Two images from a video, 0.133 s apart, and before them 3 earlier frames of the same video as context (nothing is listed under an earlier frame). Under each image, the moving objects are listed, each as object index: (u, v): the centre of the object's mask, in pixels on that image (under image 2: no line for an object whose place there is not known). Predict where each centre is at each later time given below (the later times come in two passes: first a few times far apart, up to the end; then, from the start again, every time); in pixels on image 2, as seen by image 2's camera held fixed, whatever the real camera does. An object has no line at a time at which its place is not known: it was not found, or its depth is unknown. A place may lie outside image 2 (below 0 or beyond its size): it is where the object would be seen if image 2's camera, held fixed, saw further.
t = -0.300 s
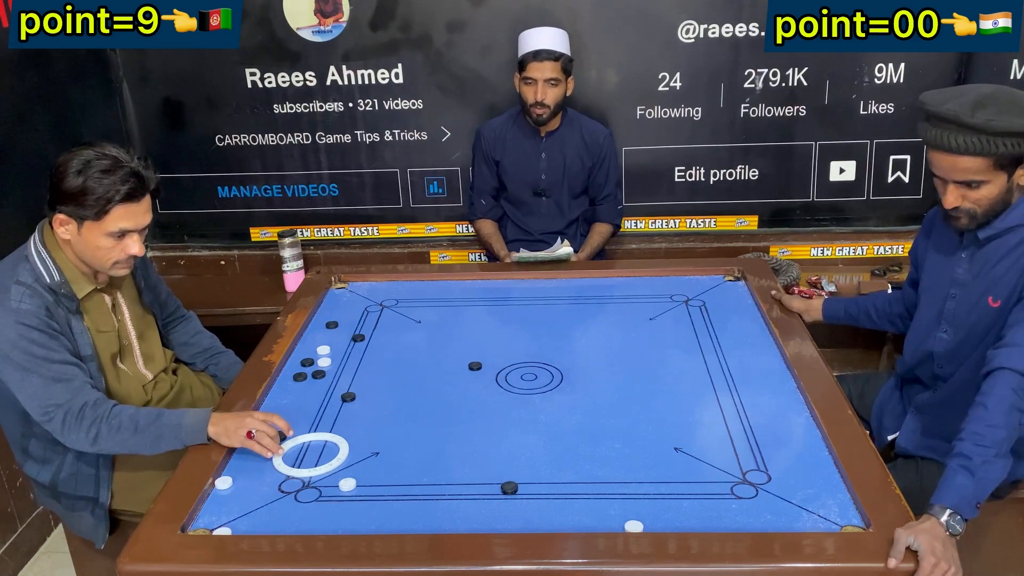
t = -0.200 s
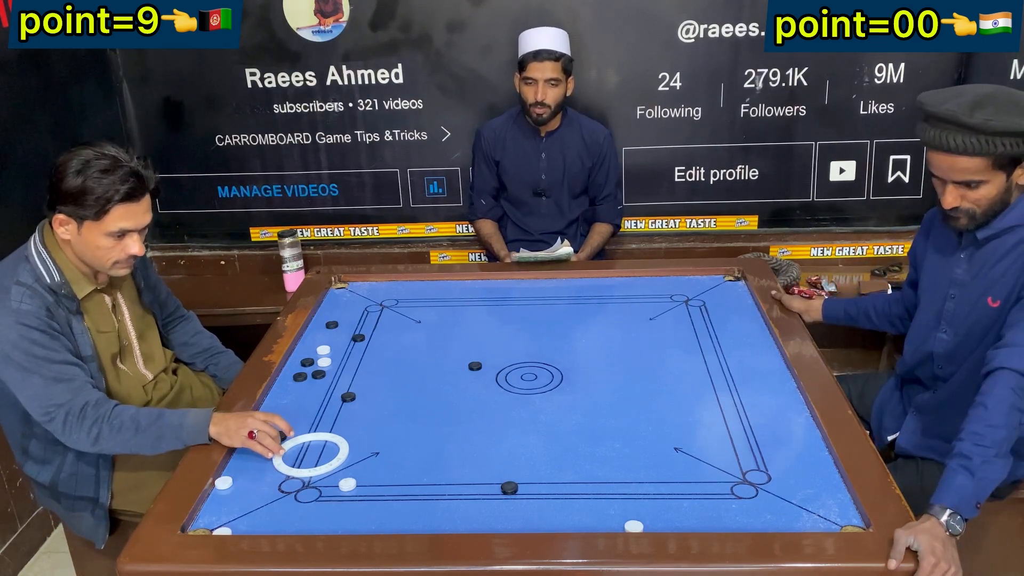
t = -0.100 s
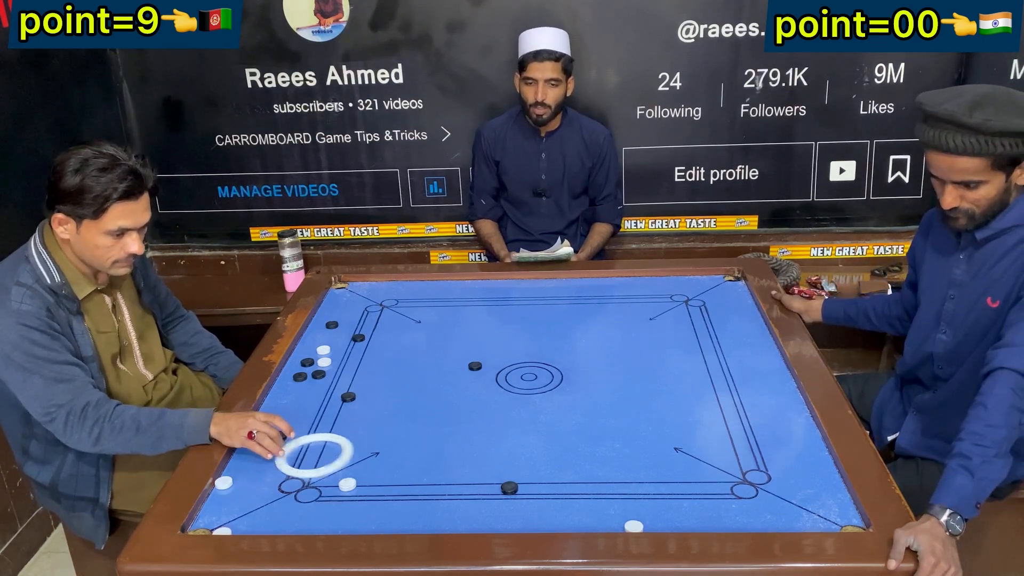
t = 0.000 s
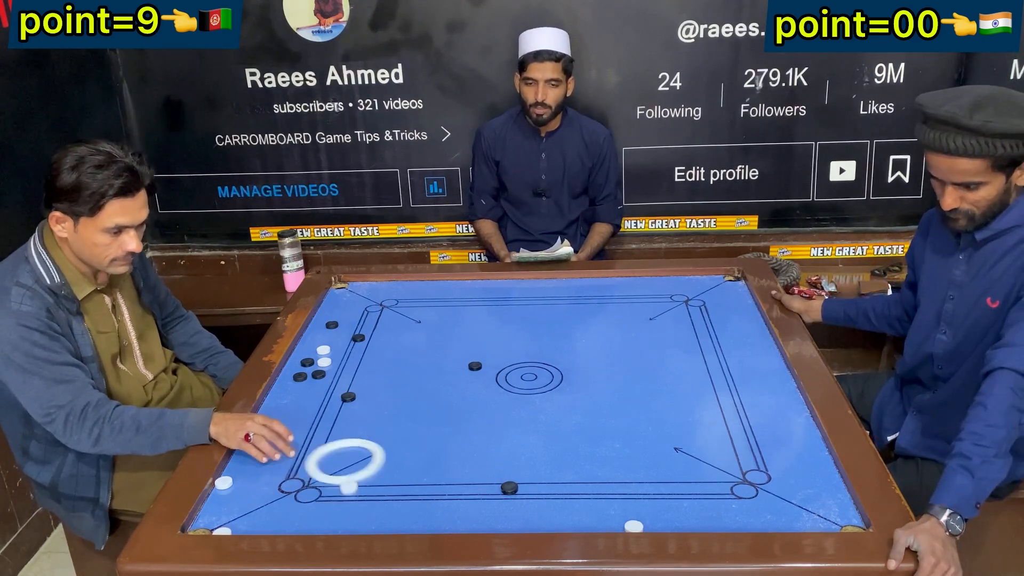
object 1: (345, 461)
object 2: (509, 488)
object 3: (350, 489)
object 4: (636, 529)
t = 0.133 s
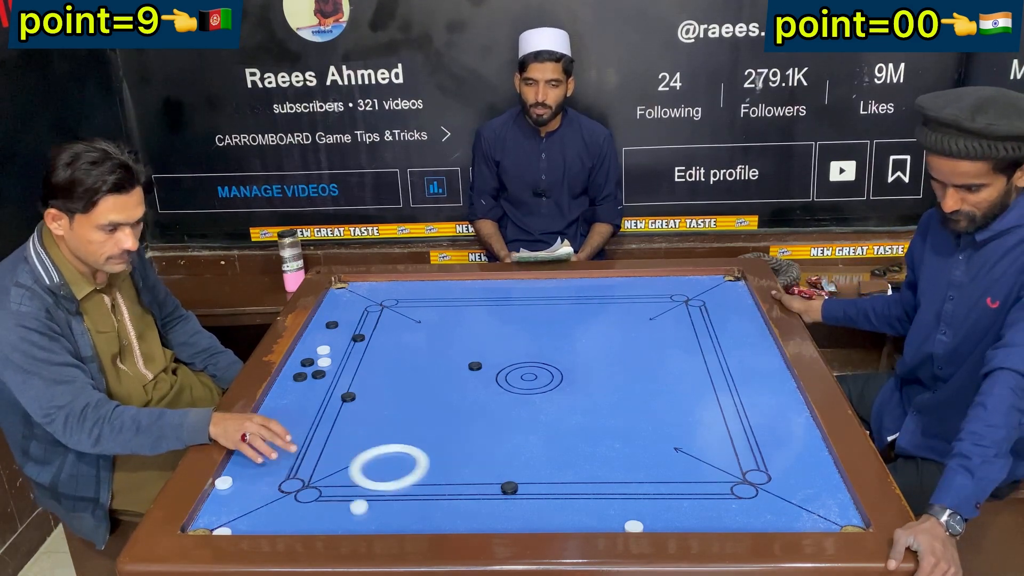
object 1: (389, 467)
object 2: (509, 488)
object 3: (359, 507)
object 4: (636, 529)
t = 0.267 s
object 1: (432, 473)
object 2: (509, 488)
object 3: (369, 525)
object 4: (636, 529)
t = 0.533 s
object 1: (509, 480)
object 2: (557, 500)
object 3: (392, 526)
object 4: (635, 527)
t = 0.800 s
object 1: (573, 484)
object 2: (632, 516)
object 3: (410, 515)
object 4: (637, 528)
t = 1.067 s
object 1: (627, 487)
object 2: (684, 514)
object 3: (418, 508)
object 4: (650, 527)
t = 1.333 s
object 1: (670, 487)
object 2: (729, 511)
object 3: (418, 508)
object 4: (658, 522)
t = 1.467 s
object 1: (687, 486)
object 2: (748, 510)
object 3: (418, 508)
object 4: (661, 520)
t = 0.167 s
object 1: (400, 469)
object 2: (509, 488)
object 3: (362, 512)
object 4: (636, 529)
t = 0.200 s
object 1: (411, 470)
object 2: (509, 488)
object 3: (364, 516)
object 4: (636, 529)
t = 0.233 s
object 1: (421, 471)
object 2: (509, 488)
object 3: (367, 521)
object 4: (636, 529)
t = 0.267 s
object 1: (432, 473)
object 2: (509, 488)
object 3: (369, 525)
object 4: (636, 529)
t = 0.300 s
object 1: (443, 474)
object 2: (509, 488)
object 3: (371, 528)
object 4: (636, 528)
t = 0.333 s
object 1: (454, 475)
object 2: (509, 488)
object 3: (373, 531)
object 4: (636, 528)
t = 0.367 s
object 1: (465, 476)
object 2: (509, 488)
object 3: (377, 531)
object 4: (636, 528)
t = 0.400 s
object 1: (474, 477)
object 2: (516, 490)
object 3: (380, 530)
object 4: (636, 528)
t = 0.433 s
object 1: (483, 478)
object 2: (526, 492)
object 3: (383, 529)
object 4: (636, 528)
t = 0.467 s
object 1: (492, 479)
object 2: (536, 495)
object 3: (386, 528)
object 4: (636, 527)
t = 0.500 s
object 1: (500, 480)
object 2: (546, 498)
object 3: (390, 527)
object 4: (636, 527)
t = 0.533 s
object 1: (509, 480)
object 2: (557, 500)
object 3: (392, 526)
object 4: (635, 527)
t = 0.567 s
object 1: (518, 481)
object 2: (567, 503)
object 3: (395, 524)
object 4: (636, 527)
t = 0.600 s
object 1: (526, 481)
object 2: (577, 505)
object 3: (398, 523)
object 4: (635, 527)
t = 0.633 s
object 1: (534, 482)
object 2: (586, 507)
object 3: (400, 521)
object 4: (635, 527)
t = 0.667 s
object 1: (542, 482)
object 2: (596, 510)
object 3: (403, 520)
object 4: (635, 527)
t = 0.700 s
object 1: (550, 483)
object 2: (606, 512)
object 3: (405, 519)
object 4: (635, 527)
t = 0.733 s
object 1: (558, 483)
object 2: (616, 514)
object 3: (407, 517)
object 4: (635, 527)
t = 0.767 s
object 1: (565, 484)
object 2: (625, 515)
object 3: (409, 516)
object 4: (635, 527)
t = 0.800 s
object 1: (573, 484)
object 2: (632, 516)
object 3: (410, 515)
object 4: (637, 528)
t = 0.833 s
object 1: (580, 485)
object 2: (640, 516)
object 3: (412, 514)
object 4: (639, 529)
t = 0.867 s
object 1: (587, 485)
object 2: (646, 516)
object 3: (413, 513)
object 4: (641, 530)
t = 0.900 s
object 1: (594, 485)
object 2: (653, 516)
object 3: (414, 512)
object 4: (643, 530)
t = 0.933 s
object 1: (601, 486)
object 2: (659, 516)
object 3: (415, 511)
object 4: (644, 529)
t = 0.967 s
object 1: (608, 486)
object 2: (666, 515)
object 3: (416, 510)
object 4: (646, 529)
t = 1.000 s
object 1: (614, 486)
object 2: (672, 515)
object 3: (417, 509)
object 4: (647, 528)
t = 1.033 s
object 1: (621, 486)
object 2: (678, 515)
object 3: (418, 509)
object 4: (649, 527)
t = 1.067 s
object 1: (627, 487)
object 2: (684, 514)
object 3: (418, 508)
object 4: (650, 527)
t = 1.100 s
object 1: (633, 487)
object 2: (690, 514)
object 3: (418, 508)
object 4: (651, 526)
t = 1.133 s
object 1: (639, 487)
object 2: (696, 514)
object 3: (418, 508)
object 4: (652, 526)
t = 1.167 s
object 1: (645, 487)
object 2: (702, 513)
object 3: (418, 508)
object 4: (653, 525)
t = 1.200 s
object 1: (650, 487)
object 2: (708, 513)
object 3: (418, 508)
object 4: (655, 525)
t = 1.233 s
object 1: (656, 487)
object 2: (713, 513)
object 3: (418, 508)
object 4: (655, 524)
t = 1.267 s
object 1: (661, 487)
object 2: (718, 512)
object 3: (418, 508)
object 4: (656, 523)
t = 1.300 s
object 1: (666, 487)
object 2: (724, 512)
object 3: (418, 508)
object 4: (657, 523)
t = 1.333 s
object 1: (670, 487)
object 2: (729, 511)
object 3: (418, 508)
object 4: (658, 522)
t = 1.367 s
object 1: (675, 487)
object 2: (734, 511)
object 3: (418, 508)
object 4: (659, 522)
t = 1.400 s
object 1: (679, 487)
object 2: (738, 510)
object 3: (418, 508)
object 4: (659, 521)
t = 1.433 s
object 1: (683, 487)
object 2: (743, 510)
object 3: (418, 508)
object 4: (660, 521)
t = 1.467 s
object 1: (687, 486)
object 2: (748, 510)
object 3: (418, 508)
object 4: (661, 520)
